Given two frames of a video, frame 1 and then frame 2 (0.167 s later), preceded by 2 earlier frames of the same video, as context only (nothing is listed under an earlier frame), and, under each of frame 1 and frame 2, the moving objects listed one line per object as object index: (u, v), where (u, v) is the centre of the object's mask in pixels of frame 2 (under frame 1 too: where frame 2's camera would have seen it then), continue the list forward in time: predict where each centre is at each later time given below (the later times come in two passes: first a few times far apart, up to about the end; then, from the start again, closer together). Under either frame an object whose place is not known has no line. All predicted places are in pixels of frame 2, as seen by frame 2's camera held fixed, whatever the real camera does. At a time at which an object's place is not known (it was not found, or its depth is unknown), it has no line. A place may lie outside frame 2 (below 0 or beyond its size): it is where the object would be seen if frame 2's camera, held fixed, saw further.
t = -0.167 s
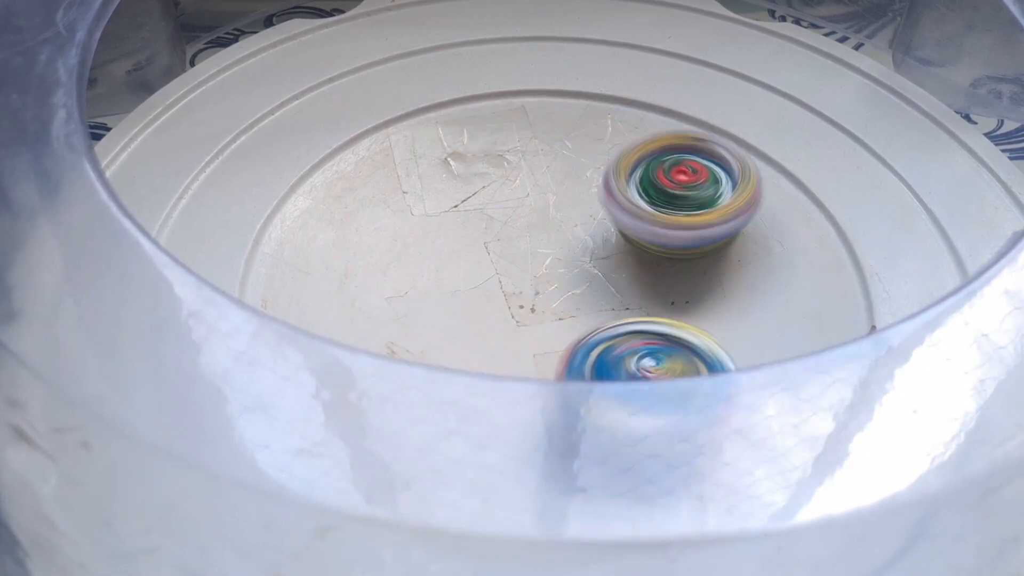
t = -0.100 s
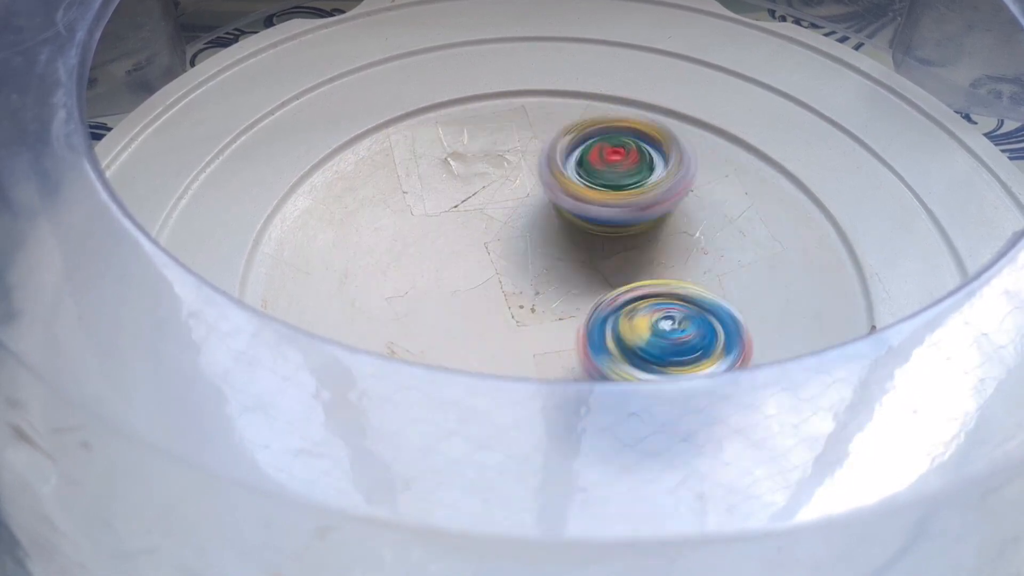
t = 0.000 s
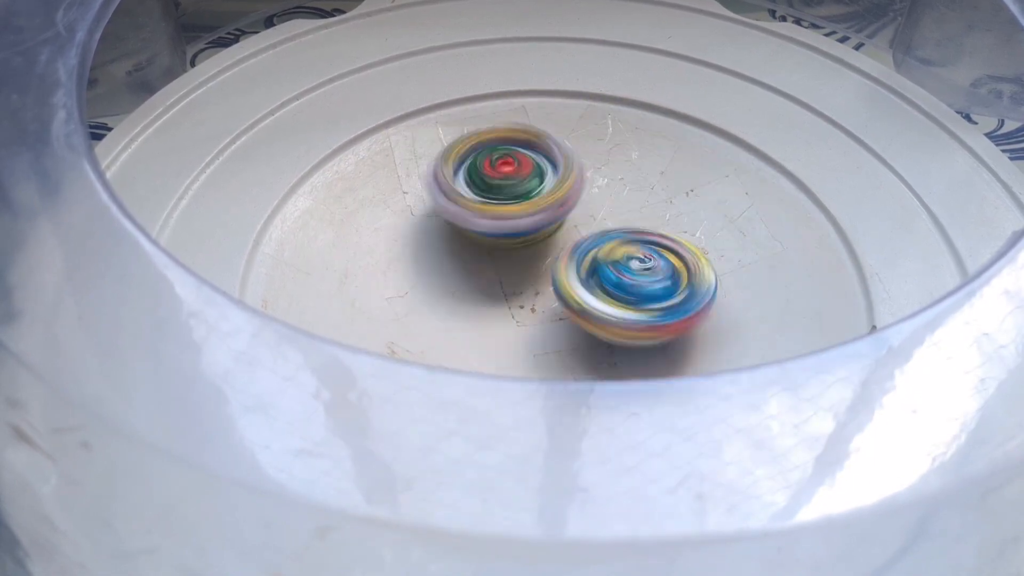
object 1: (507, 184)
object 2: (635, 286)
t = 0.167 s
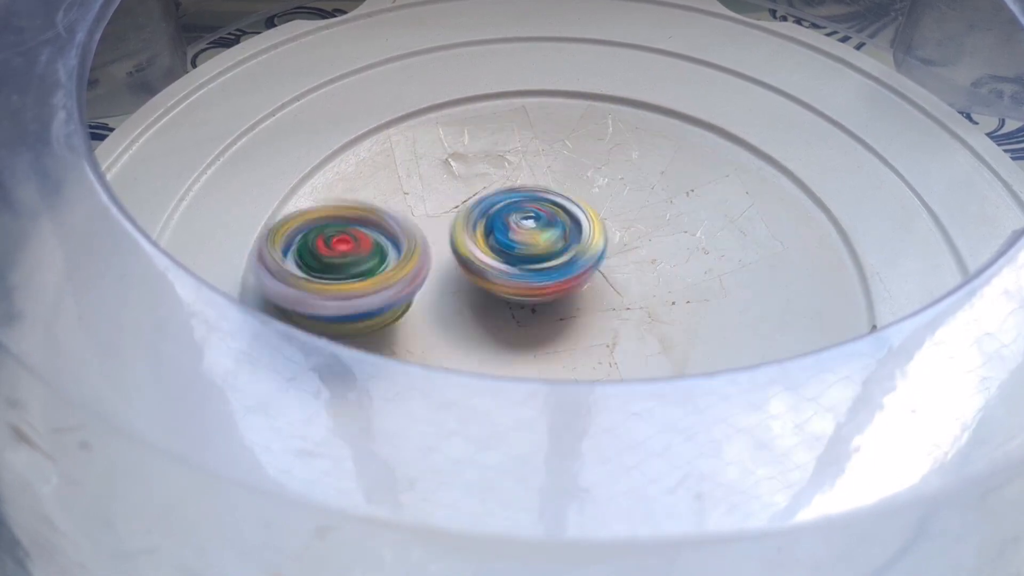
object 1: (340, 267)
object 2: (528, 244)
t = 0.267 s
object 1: (321, 308)
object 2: (457, 258)
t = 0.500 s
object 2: (507, 332)
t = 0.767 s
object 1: (758, 287)
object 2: (599, 232)
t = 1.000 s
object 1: (703, 178)
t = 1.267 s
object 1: (574, 221)
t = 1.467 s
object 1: (583, 335)
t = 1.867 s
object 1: (756, 349)
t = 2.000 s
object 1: (742, 314)
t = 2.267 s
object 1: (613, 300)
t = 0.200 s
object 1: (324, 281)
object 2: (501, 243)
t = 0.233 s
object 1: (320, 295)
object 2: (478, 248)
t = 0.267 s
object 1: (321, 308)
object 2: (457, 258)
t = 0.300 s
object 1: (339, 326)
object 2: (440, 270)
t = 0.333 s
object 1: (361, 340)
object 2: (433, 286)
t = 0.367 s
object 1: (388, 354)
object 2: (431, 300)
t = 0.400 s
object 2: (437, 313)
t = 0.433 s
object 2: (454, 324)
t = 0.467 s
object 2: (476, 327)
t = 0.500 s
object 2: (507, 332)
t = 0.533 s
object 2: (533, 334)
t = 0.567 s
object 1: (652, 372)
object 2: (558, 329)
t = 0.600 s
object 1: (682, 363)
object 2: (580, 322)
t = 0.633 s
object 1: (709, 350)
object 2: (599, 312)
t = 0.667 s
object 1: (737, 337)
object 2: (610, 291)
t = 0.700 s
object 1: (755, 323)
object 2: (612, 270)
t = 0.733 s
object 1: (763, 308)
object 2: (608, 252)
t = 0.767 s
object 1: (758, 287)
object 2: (599, 232)
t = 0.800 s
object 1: (742, 257)
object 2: (584, 218)
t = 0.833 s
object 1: (721, 231)
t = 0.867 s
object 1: (697, 209)
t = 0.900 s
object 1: (698, 197)
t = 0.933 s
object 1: (706, 189)
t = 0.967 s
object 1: (708, 184)
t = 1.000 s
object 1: (703, 178)
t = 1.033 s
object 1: (695, 172)
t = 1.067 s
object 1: (685, 167)
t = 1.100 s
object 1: (667, 165)
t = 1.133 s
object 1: (648, 167)
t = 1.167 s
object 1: (628, 176)
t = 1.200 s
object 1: (607, 188)
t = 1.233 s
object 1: (589, 203)
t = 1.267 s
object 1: (574, 221)
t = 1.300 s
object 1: (564, 240)
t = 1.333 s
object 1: (562, 264)
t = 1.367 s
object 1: (568, 285)
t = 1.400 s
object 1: (572, 306)
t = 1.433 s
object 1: (577, 323)
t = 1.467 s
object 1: (583, 335)
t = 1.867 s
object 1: (756, 349)
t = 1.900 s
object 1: (763, 340)
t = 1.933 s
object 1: (764, 329)
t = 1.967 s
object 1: (756, 322)
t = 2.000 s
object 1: (742, 314)
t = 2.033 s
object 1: (729, 307)
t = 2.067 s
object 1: (712, 293)
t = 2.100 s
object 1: (691, 284)
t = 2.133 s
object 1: (672, 278)
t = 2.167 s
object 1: (659, 280)
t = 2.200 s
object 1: (648, 286)
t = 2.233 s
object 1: (629, 292)
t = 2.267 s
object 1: (613, 300)
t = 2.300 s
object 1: (596, 308)
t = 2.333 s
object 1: (583, 316)
